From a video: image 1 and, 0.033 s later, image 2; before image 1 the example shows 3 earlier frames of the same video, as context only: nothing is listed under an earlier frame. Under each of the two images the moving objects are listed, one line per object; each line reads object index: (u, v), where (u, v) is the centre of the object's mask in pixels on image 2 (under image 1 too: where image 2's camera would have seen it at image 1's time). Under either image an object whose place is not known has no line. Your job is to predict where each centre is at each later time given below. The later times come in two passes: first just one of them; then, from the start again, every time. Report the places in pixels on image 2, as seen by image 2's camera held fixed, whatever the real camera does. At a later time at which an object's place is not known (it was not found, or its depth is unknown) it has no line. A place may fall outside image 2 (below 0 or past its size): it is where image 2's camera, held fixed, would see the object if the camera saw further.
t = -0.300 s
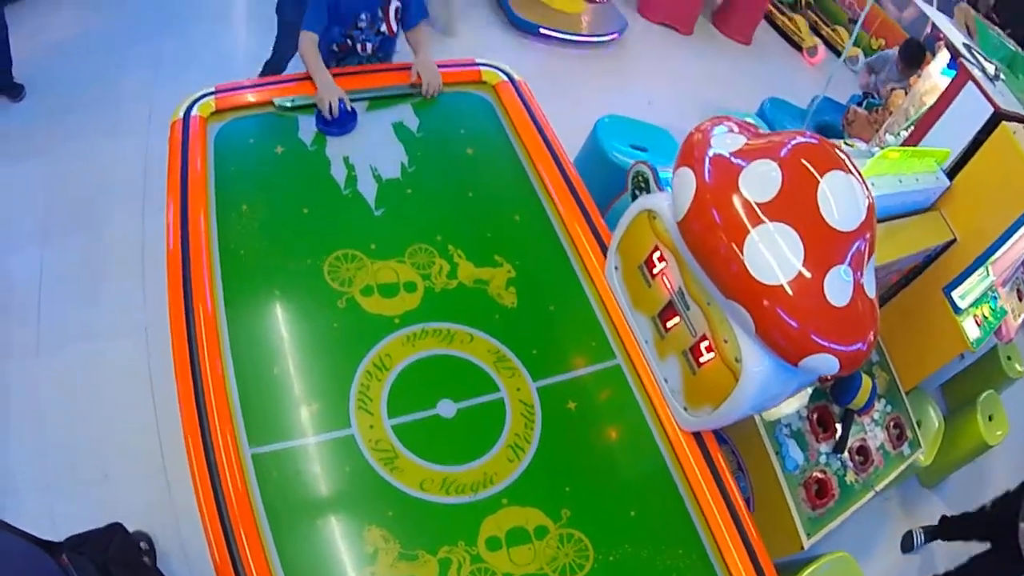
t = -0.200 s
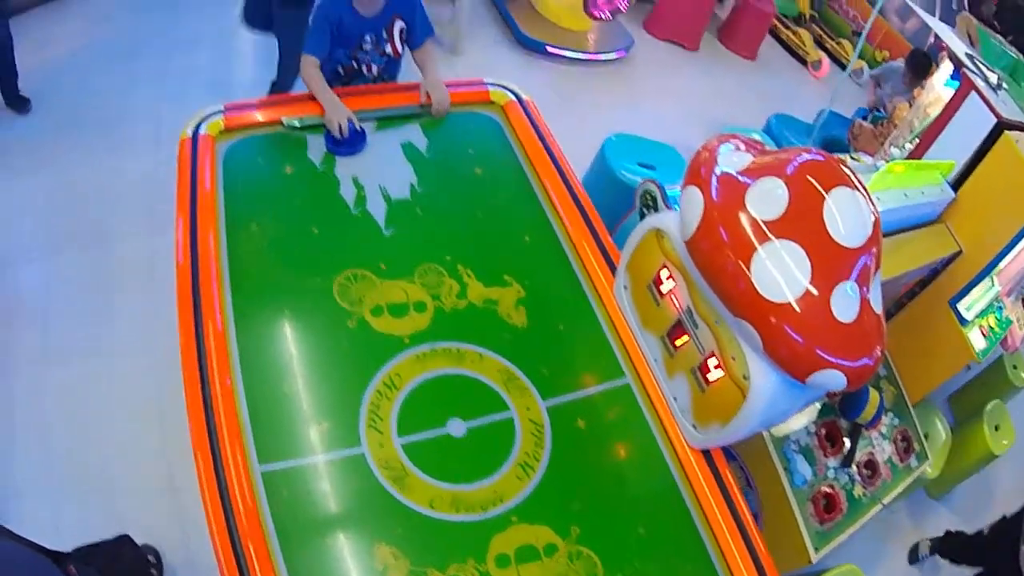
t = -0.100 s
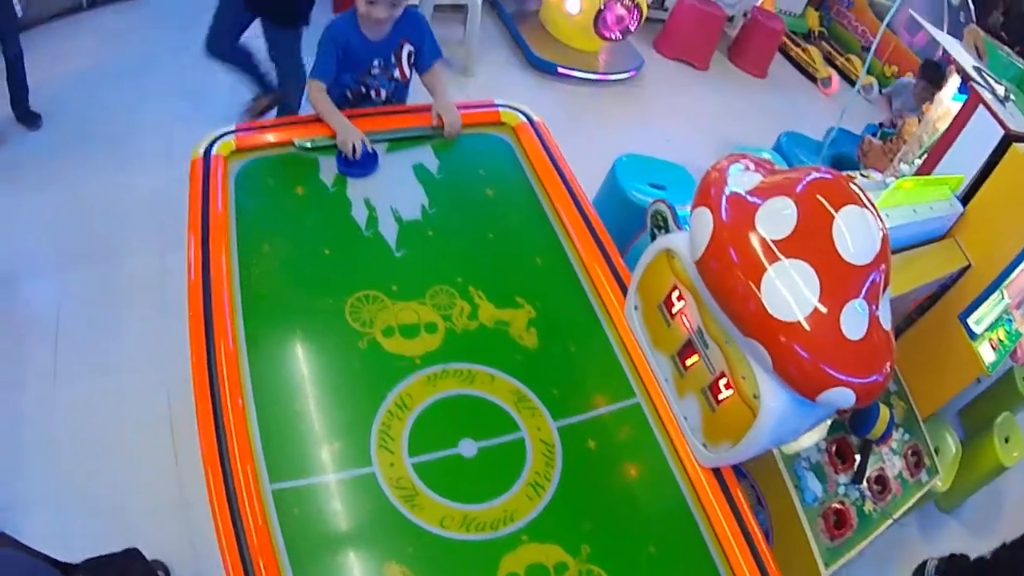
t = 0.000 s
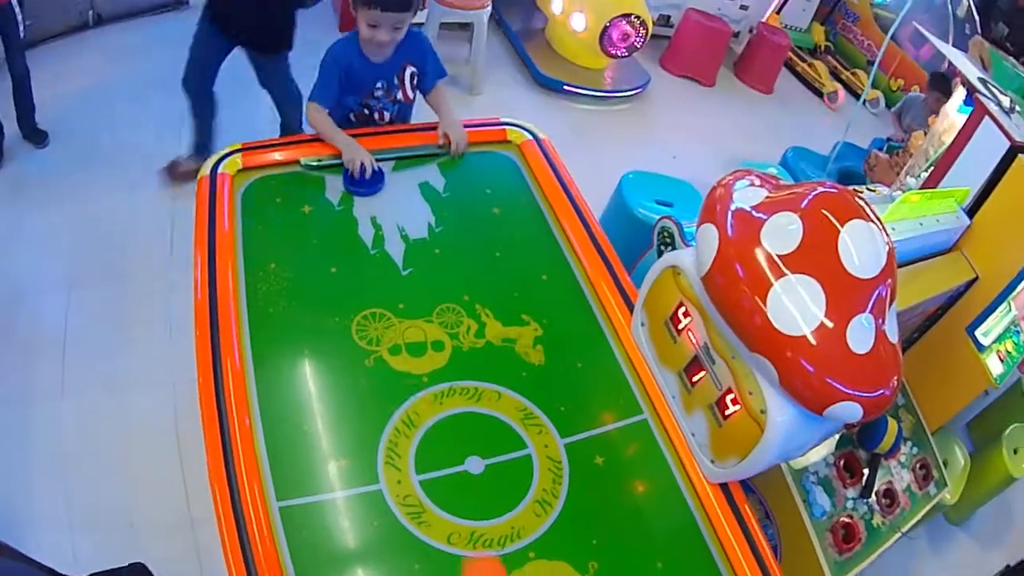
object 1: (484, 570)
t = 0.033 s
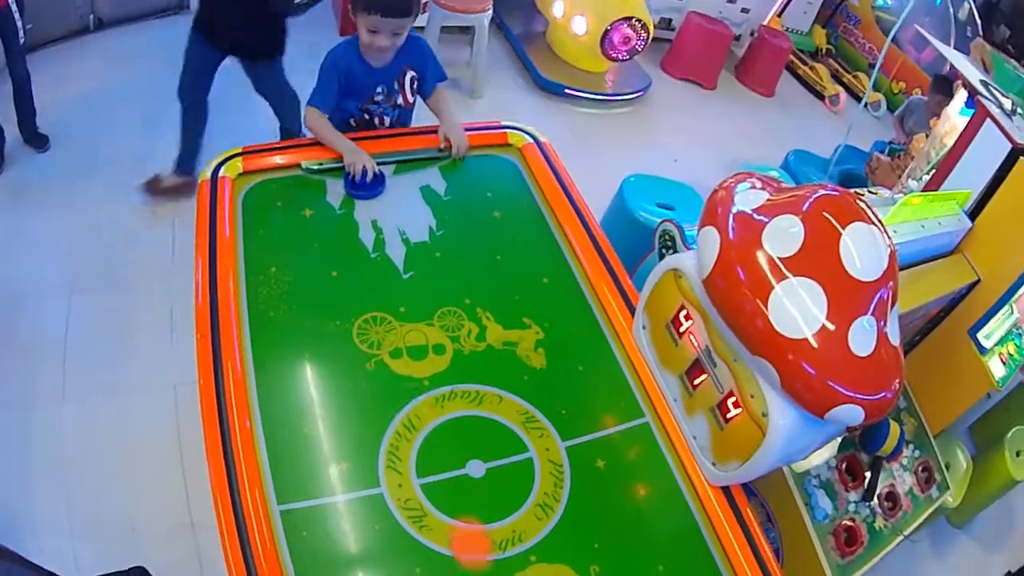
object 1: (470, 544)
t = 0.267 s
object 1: (381, 318)
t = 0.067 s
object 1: (454, 506)
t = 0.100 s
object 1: (440, 474)
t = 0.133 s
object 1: (428, 442)
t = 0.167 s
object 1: (413, 406)
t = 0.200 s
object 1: (402, 377)
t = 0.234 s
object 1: (391, 347)
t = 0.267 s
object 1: (381, 318)
